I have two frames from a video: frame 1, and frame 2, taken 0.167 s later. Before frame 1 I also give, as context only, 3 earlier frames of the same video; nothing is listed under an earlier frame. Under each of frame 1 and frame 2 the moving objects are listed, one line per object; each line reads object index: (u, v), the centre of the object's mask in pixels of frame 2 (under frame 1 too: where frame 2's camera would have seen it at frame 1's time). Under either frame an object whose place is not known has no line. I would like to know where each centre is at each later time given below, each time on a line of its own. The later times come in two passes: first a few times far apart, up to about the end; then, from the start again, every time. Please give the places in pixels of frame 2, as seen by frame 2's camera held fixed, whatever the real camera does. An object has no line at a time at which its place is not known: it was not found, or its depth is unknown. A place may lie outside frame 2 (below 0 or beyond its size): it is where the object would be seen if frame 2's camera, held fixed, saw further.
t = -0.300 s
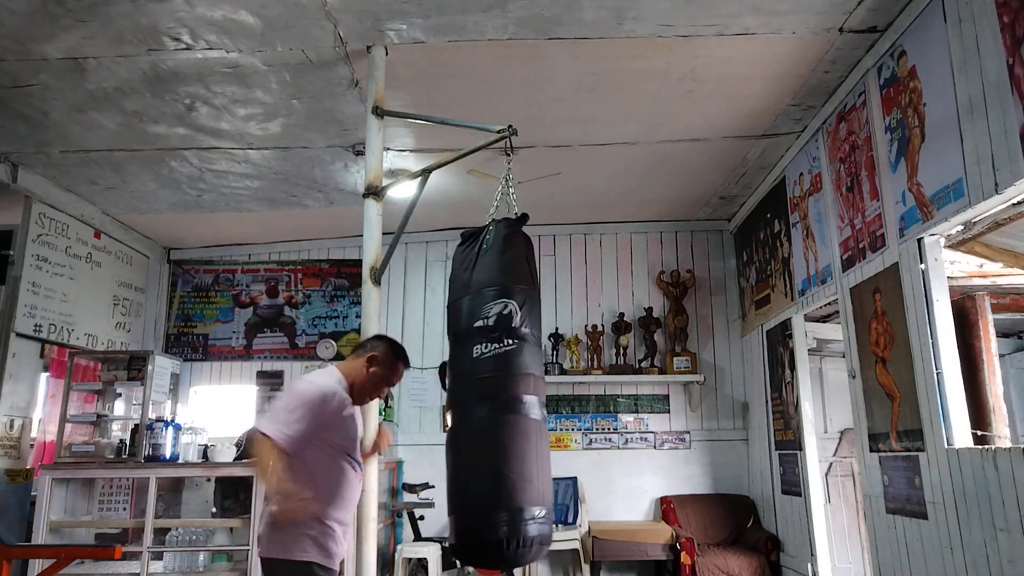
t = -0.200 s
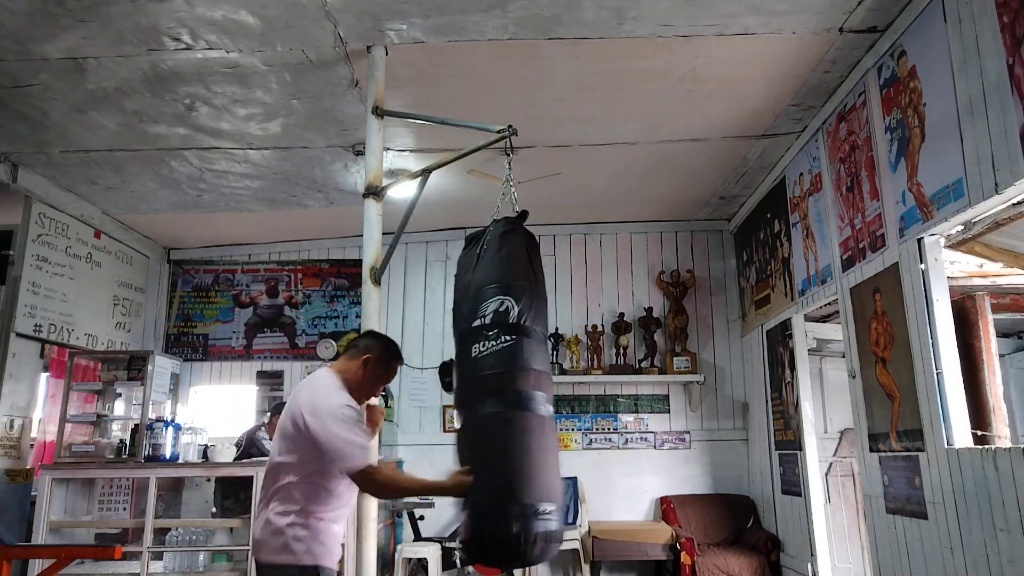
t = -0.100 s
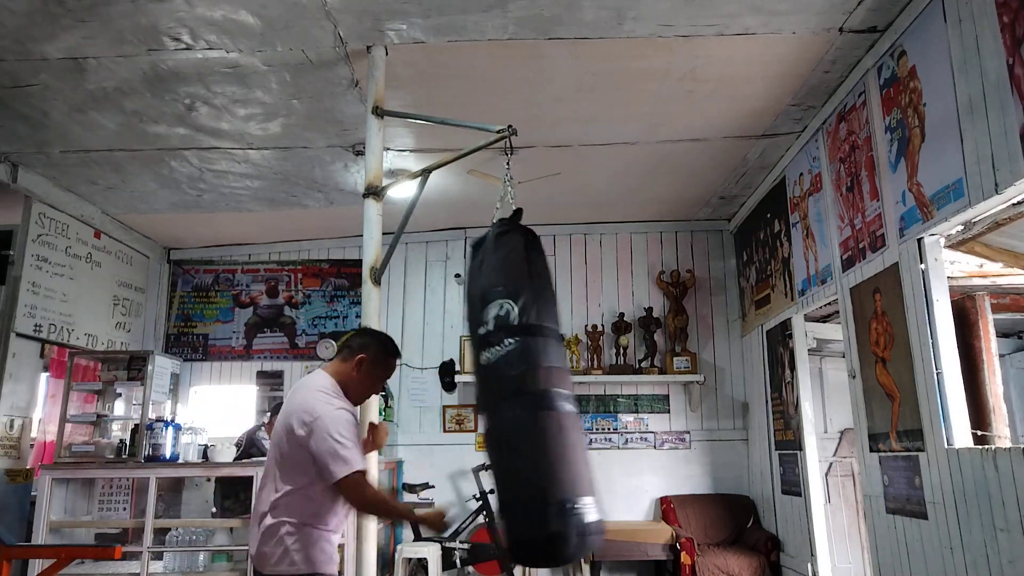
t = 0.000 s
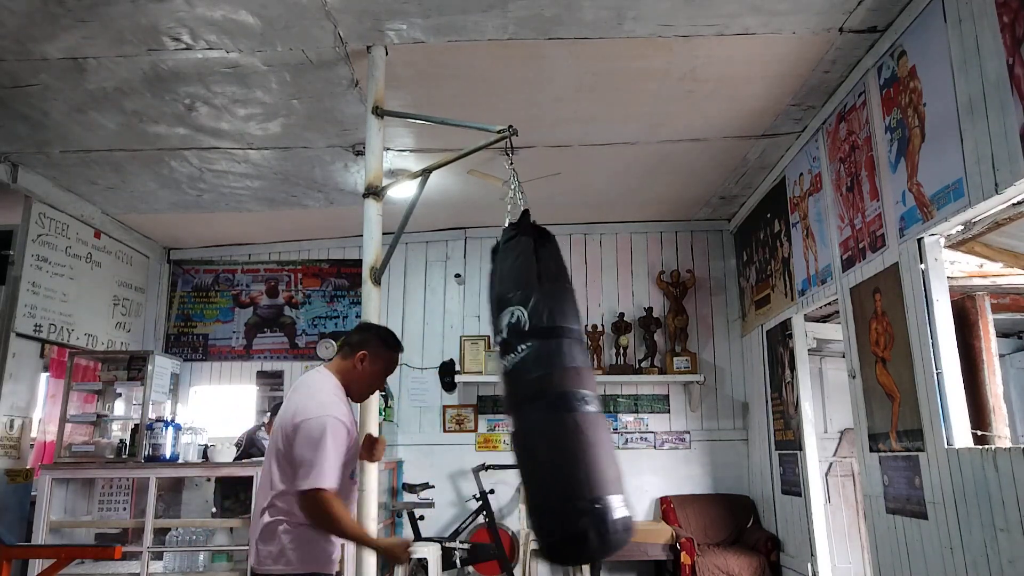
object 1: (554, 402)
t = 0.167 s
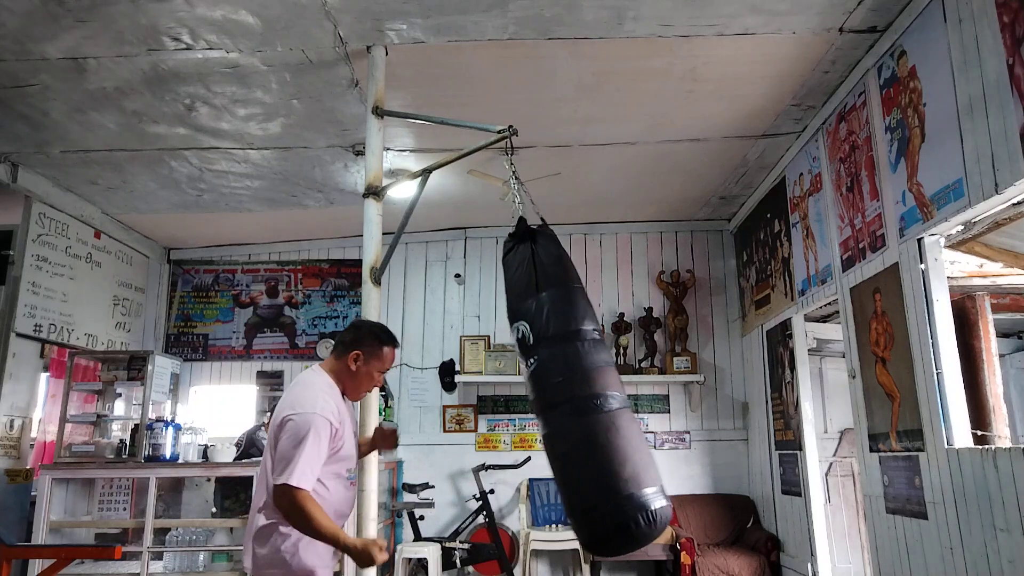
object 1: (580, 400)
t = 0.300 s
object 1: (588, 394)
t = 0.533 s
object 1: (572, 387)
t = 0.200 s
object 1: (584, 400)
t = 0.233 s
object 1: (586, 398)
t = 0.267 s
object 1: (587, 396)
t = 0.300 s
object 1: (588, 394)
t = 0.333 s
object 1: (588, 393)
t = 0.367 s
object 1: (587, 390)
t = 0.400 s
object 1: (585, 389)
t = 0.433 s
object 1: (583, 388)
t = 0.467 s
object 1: (580, 388)
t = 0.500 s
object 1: (576, 387)
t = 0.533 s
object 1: (572, 387)
